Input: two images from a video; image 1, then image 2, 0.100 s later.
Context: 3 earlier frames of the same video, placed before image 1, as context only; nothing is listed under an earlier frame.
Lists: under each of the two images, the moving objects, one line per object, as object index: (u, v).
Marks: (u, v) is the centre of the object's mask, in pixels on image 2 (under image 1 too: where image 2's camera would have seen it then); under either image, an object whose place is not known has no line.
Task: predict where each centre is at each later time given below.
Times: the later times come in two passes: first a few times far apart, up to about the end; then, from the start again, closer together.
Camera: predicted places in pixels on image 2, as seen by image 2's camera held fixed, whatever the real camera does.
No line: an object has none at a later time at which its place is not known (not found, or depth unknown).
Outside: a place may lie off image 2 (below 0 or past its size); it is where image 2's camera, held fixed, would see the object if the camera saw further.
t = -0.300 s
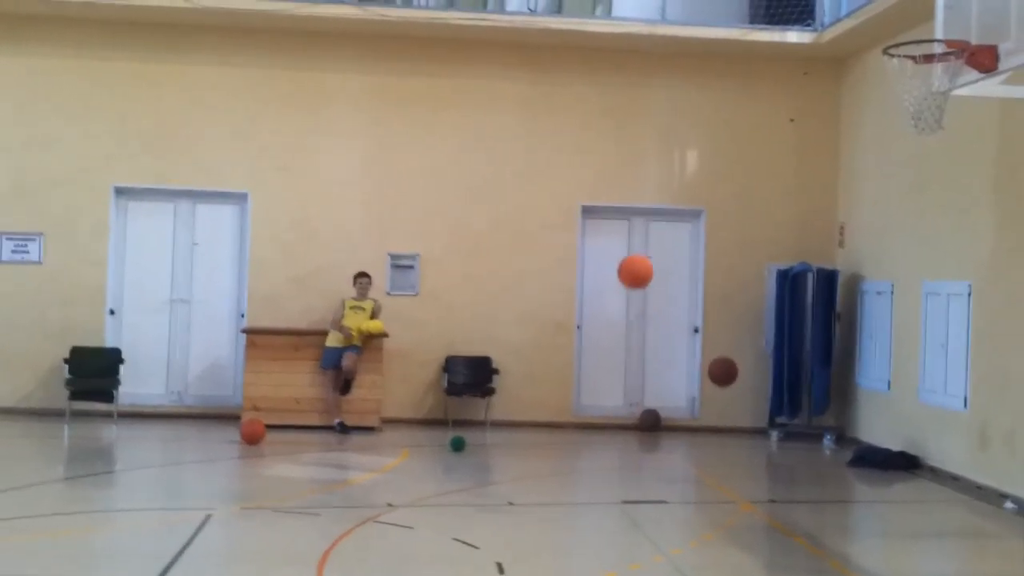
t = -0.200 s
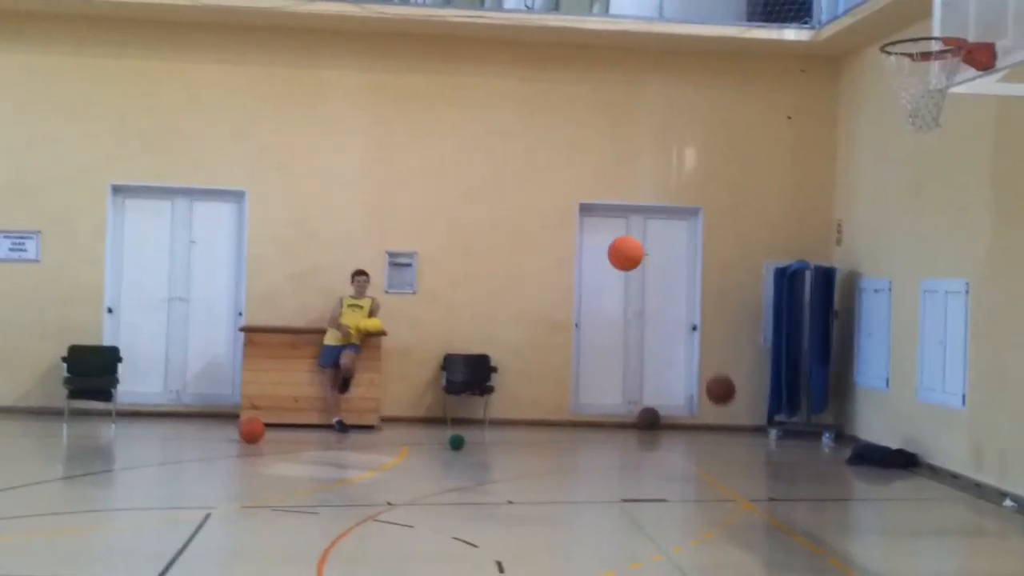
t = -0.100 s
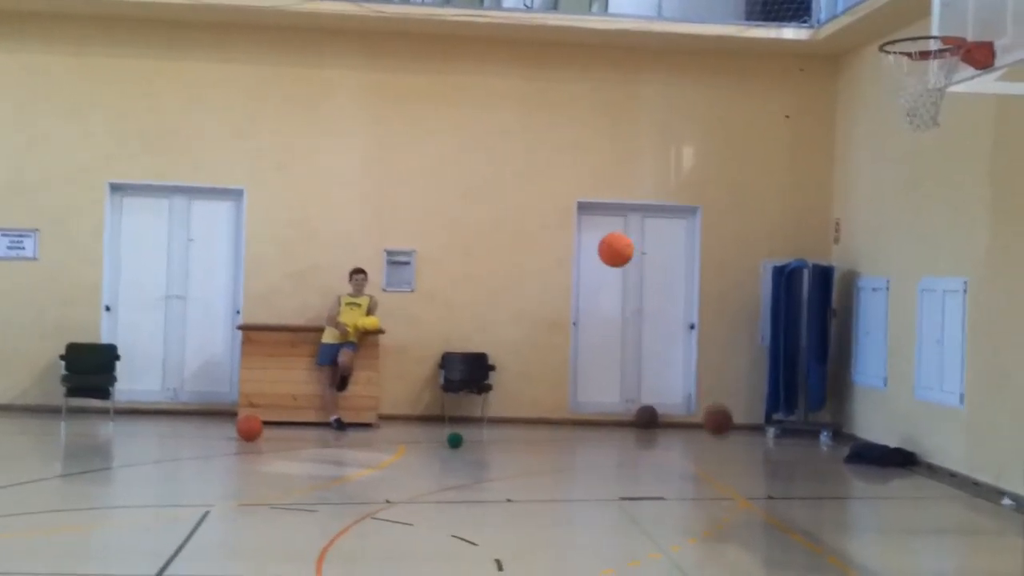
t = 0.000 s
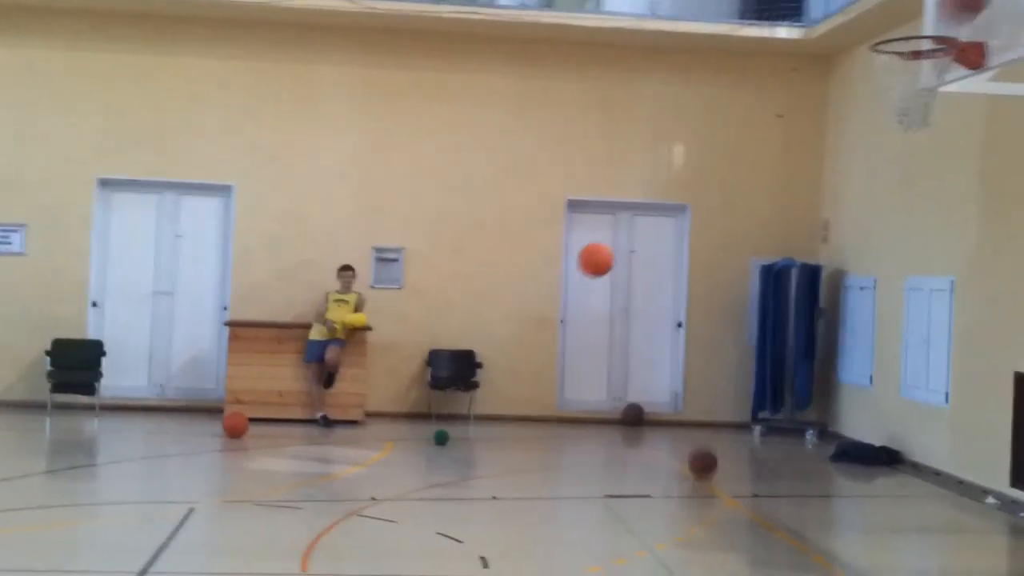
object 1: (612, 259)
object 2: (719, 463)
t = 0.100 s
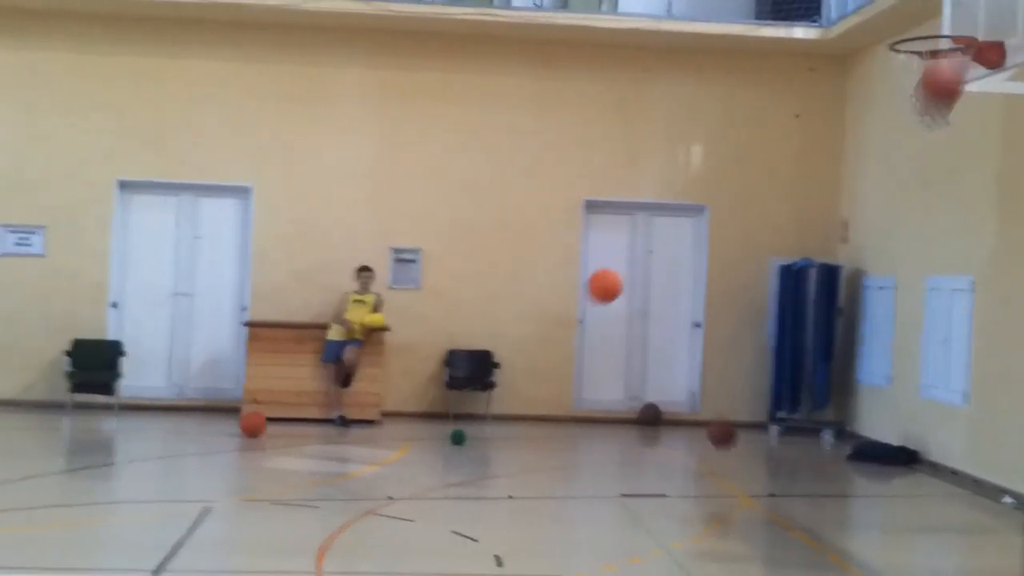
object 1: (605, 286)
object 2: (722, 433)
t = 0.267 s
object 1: (588, 361)
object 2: (729, 400)
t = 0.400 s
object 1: (574, 448)
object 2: (730, 394)
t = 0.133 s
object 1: (600, 297)
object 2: (724, 424)
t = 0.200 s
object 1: (595, 326)
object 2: (726, 410)
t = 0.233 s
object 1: (590, 342)
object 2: (726, 403)
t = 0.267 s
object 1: (588, 361)
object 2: (729, 400)
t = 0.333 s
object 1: (582, 401)
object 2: (729, 394)
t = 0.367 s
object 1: (578, 423)
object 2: (729, 393)
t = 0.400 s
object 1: (574, 448)
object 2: (730, 394)
